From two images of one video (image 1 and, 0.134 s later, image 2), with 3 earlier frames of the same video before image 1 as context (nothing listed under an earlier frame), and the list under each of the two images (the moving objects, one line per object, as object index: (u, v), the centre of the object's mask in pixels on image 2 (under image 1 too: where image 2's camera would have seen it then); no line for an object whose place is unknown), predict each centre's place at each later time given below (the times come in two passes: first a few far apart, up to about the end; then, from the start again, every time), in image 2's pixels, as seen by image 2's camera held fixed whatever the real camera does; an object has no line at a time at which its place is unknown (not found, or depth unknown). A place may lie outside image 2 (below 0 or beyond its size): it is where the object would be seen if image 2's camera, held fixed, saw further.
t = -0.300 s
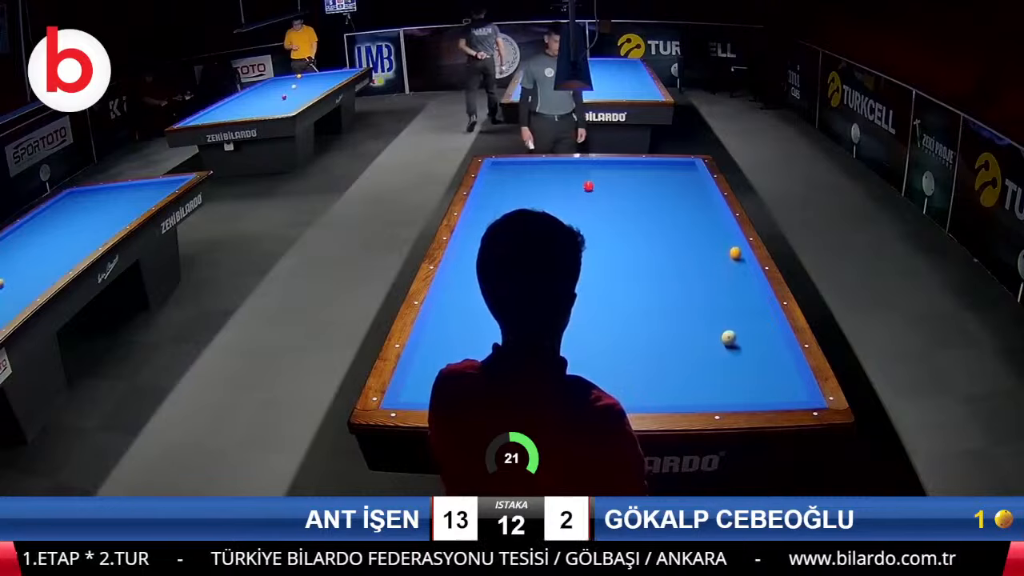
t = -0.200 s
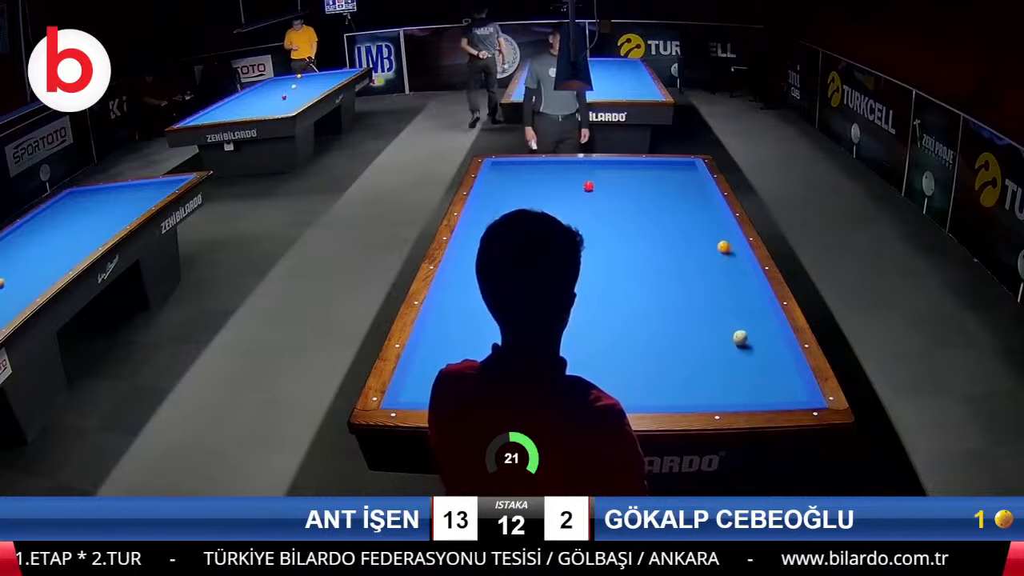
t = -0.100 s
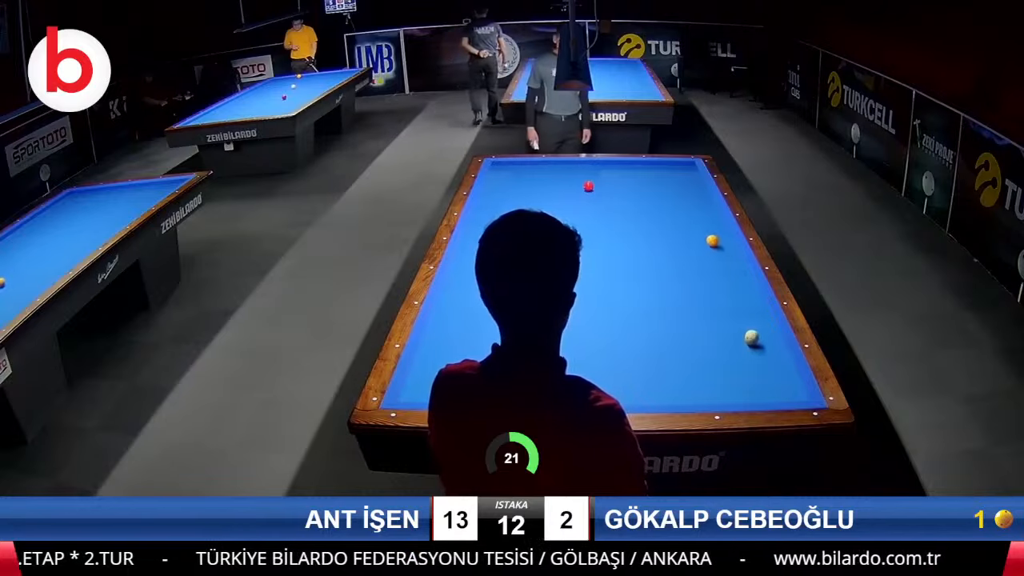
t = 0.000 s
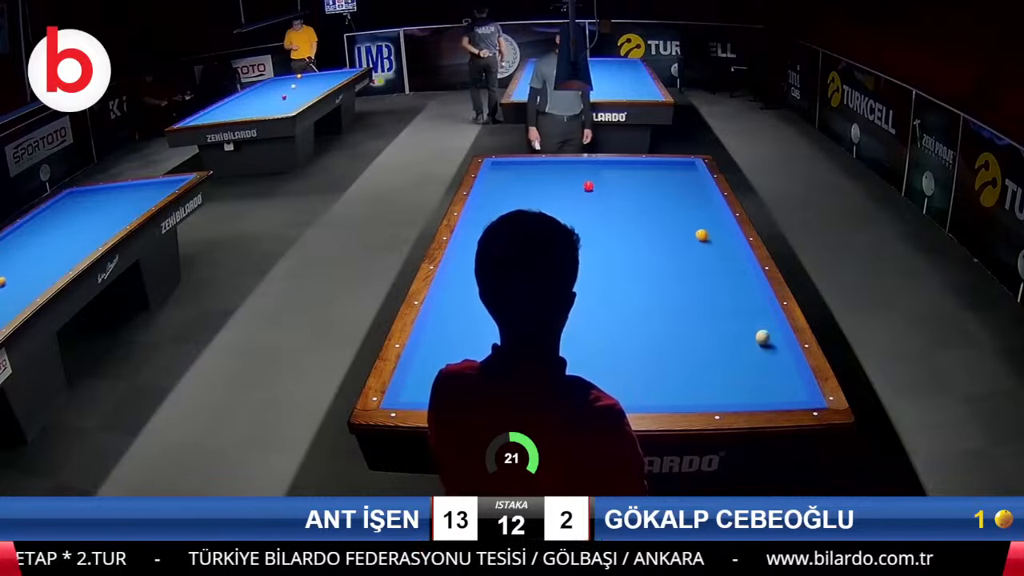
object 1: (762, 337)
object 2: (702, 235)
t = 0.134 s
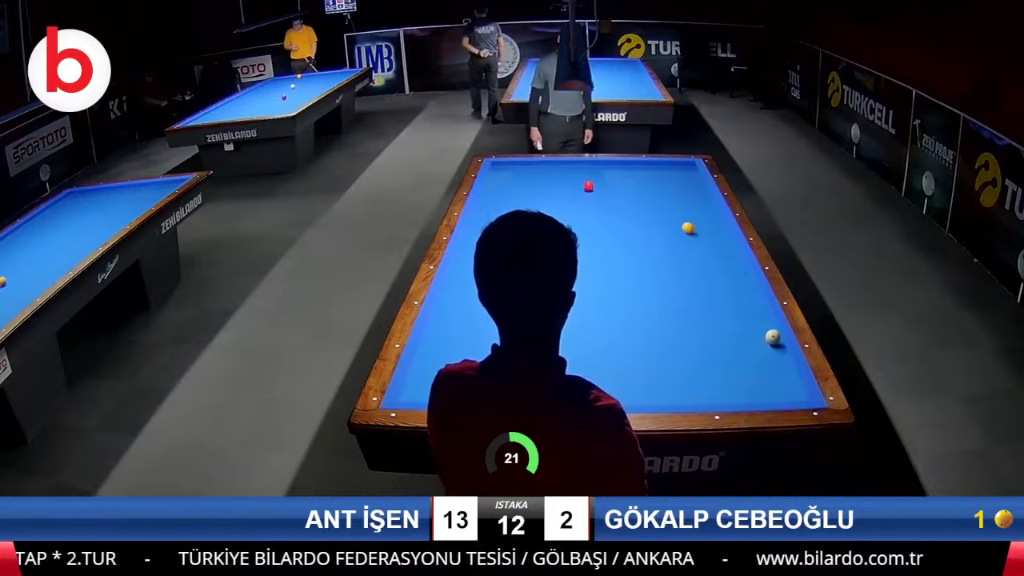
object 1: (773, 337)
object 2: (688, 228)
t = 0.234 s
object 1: (766, 337)
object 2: (679, 223)
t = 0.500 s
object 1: (749, 337)
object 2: (654, 210)
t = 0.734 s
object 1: (735, 338)
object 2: (634, 200)
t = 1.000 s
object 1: (719, 338)
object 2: (613, 189)
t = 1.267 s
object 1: (704, 338)
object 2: (594, 180)
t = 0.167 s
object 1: (770, 337)
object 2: (685, 226)
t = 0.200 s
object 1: (768, 337)
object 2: (682, 224)
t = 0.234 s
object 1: (766, 337)
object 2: (679, 223)
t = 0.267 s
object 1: (764, 337)
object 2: (675, 221)
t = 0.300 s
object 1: (762, 337)
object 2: (672, 219)
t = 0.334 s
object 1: (760, 337)
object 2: (669, 218)
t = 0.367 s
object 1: (758, 337)
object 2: (666, 216)
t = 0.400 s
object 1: (756, 337)
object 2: (663, 215)
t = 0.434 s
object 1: (753, 337)
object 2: (660, 213)
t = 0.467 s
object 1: (751, 337)
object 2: (657, 212)
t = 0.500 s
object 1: (749, 337)
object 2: (654, 210)
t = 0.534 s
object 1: (747, 337)
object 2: (651, 208)
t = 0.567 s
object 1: (745, 337)
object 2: (648, 207)
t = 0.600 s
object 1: (743, 337)
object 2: (645, 205)
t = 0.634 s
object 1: (741, 337)
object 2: (643, 204)
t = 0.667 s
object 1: (739, 338)
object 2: (640, 202)
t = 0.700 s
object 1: (737, 338)
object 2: (637, 201)
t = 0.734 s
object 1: (735, 338)
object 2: (634, 200)
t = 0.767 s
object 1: (733, 338)
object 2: (631, 198)
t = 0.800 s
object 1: (731, 338)
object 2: (629, 197)
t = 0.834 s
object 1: (729, 338)
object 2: (626, 196)
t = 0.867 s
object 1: (727, 338)
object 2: (624, 194)
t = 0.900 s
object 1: (725, 338)
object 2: (621, 193)
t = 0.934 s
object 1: (723, 338)
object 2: (618, 192)
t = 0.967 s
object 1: (721, 338)
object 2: (616, 191)
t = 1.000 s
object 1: (719, 338)
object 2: (613, 189)
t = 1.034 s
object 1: (717, 338)
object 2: (611, 188)
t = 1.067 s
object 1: (716, 338)
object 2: (608, 187)
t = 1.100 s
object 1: (714, 338)
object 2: (606, 186)
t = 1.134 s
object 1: (712, 338)
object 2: (603, 184)
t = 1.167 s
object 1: (710, 338)
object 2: (601, 183)
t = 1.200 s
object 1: (708, 338)
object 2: (599, 182)
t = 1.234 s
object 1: (706, 338)
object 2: (596, 181)
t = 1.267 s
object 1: (704, 338)
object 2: (594, 180)
